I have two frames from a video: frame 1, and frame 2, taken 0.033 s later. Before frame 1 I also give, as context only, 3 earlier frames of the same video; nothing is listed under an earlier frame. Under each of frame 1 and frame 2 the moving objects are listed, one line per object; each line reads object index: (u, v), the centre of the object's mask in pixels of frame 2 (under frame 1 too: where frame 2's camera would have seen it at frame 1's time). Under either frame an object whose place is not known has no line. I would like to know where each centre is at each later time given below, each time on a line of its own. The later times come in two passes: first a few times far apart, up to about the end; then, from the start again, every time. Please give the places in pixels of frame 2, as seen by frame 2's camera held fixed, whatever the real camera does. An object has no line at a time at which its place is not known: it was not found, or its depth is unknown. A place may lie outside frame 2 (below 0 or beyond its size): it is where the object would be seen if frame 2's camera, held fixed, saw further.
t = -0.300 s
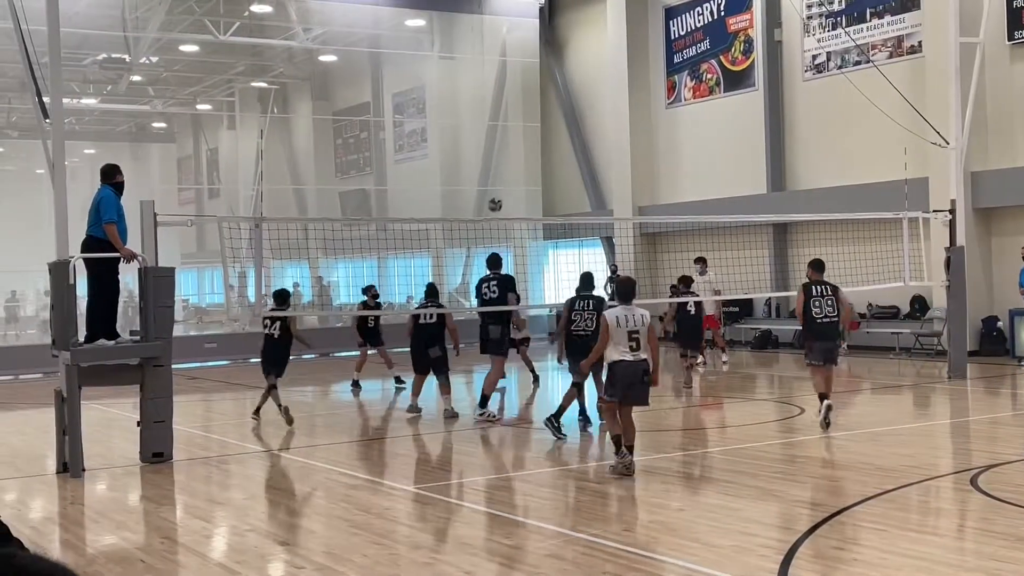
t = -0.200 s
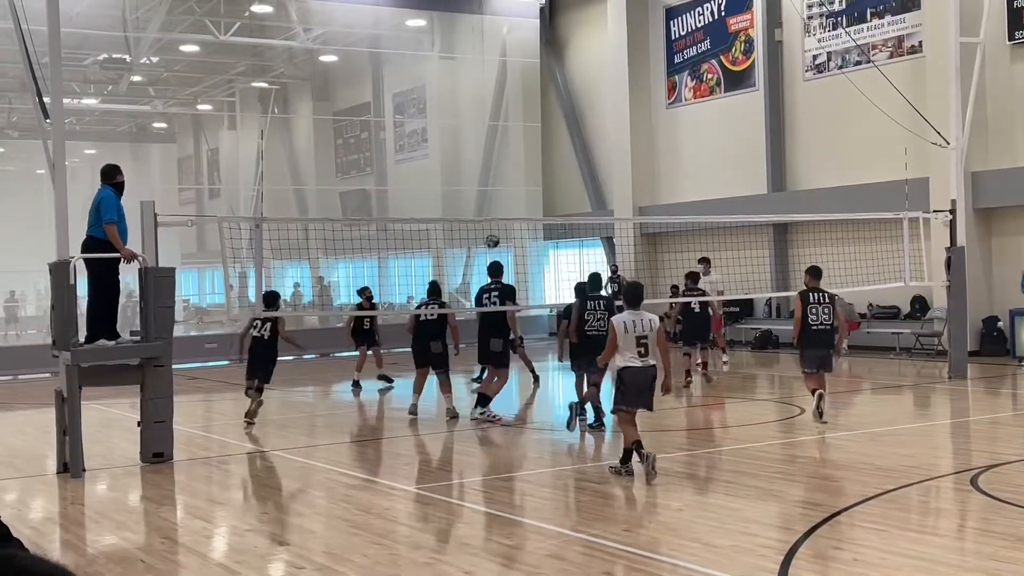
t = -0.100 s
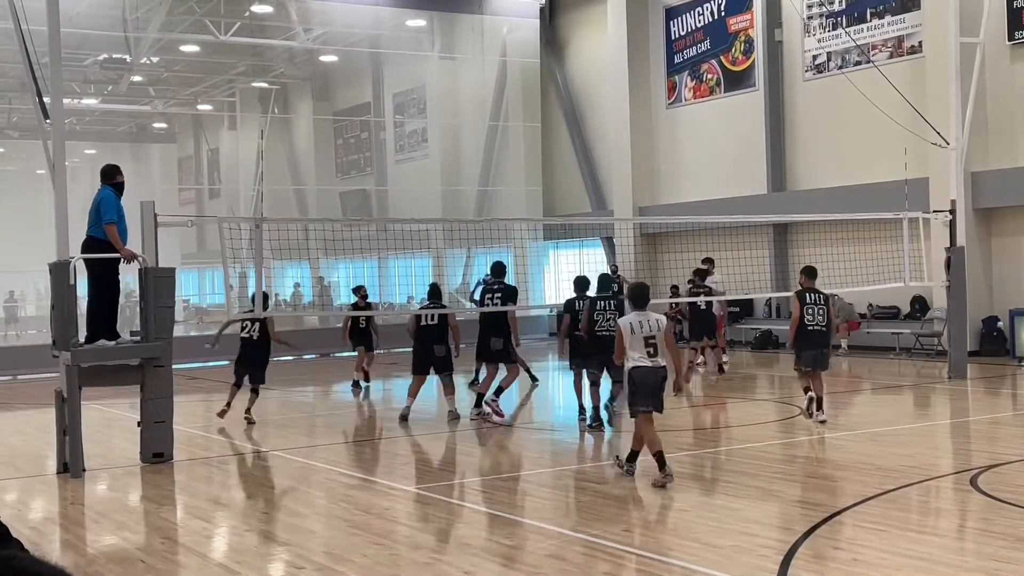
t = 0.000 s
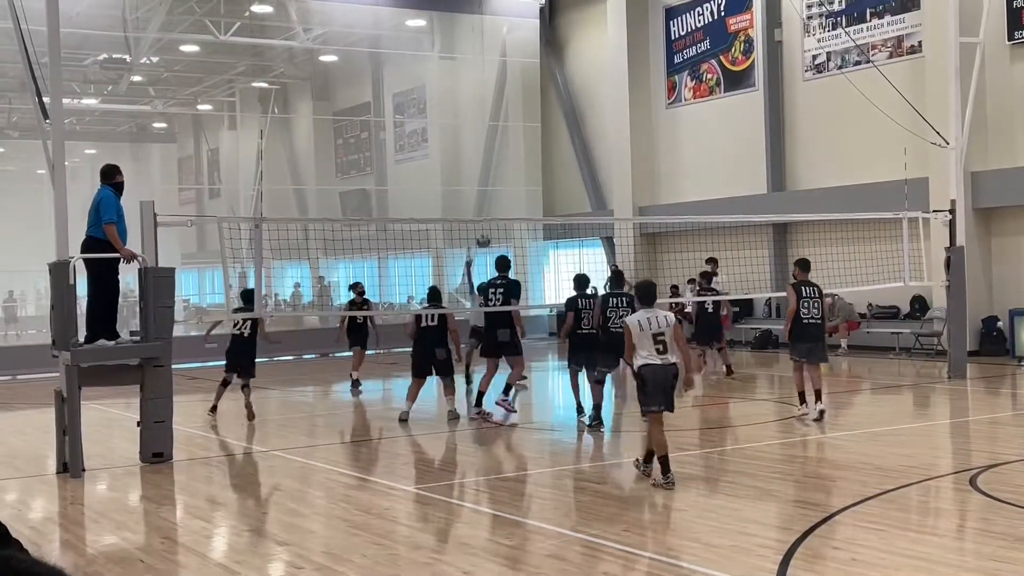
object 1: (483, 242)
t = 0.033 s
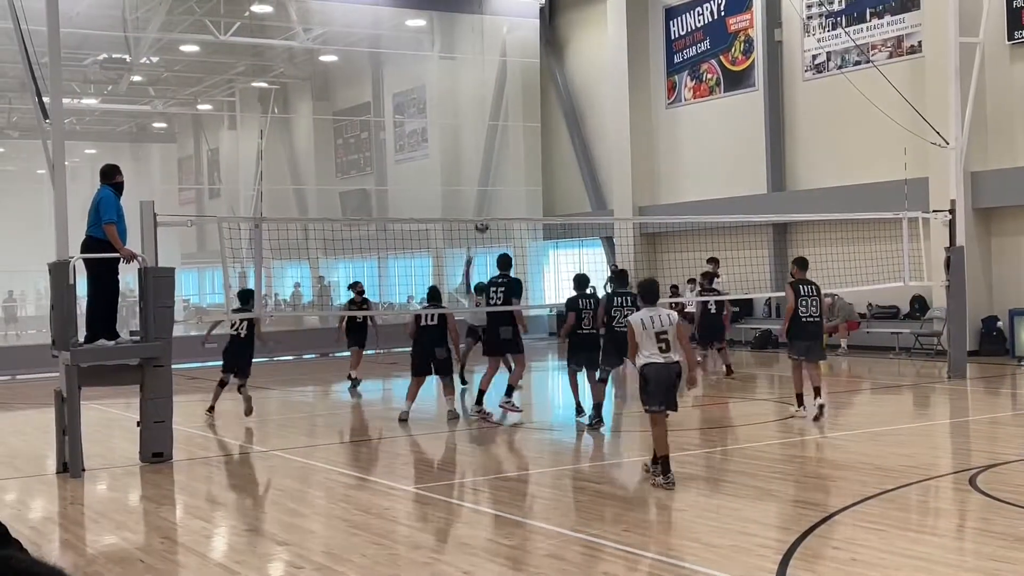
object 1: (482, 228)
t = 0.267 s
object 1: (474, 143)
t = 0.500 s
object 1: (468, 96)
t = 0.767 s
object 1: (464, 88)
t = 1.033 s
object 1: (462, 132)
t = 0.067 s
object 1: (480, 212)
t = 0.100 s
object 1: (479, 198)
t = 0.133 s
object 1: (478, 186)
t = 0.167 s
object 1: (477, 174)
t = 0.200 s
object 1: (476, 163)
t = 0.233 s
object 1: (475, 152)
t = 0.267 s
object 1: (474, 143)
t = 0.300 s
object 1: (473, 134)
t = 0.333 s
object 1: (472, 126)
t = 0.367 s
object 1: (471, 118)
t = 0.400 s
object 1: (470, 111)
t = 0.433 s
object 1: (469, 105)
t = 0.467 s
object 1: (468, 100)
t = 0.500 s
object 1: (468, 96)
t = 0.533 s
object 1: (467, 92)
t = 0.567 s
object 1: (467, 89)
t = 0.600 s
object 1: (466, 87)
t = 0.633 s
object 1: (466, 85)
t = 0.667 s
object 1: (465, 84)
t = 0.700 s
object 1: (465, 84)
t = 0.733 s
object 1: (464, 86)
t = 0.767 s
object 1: (464, 88)
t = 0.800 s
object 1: (464, 90)
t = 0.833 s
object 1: (463, 94)
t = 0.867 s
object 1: (463, 98)
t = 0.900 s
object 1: (463, 103)
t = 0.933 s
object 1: (462, 109)
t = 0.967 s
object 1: (462, 116)
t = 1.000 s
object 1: (462, 124)
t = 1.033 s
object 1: (462, 132)
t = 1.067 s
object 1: (461, 141)
